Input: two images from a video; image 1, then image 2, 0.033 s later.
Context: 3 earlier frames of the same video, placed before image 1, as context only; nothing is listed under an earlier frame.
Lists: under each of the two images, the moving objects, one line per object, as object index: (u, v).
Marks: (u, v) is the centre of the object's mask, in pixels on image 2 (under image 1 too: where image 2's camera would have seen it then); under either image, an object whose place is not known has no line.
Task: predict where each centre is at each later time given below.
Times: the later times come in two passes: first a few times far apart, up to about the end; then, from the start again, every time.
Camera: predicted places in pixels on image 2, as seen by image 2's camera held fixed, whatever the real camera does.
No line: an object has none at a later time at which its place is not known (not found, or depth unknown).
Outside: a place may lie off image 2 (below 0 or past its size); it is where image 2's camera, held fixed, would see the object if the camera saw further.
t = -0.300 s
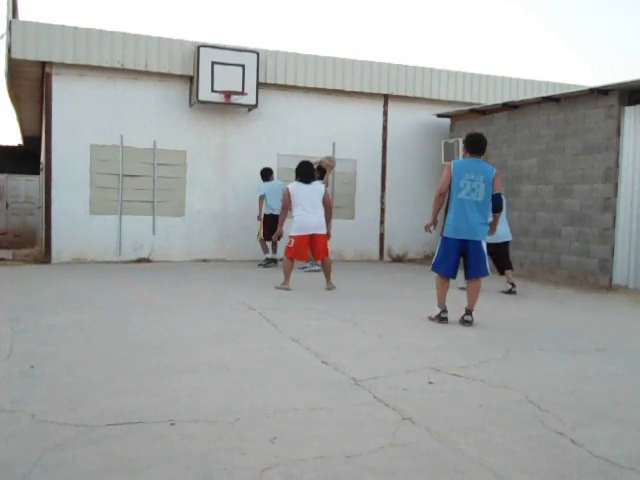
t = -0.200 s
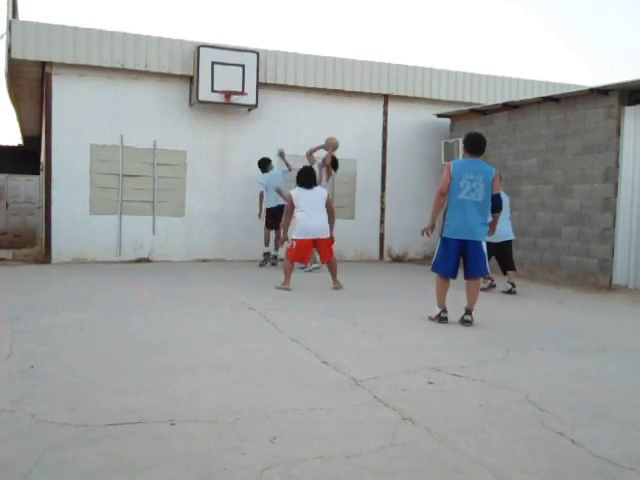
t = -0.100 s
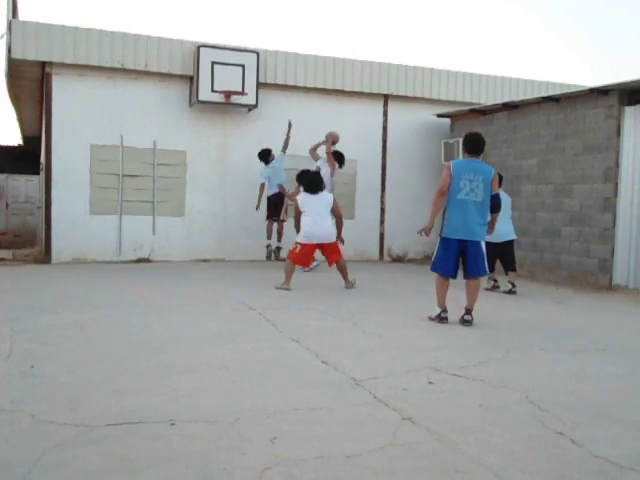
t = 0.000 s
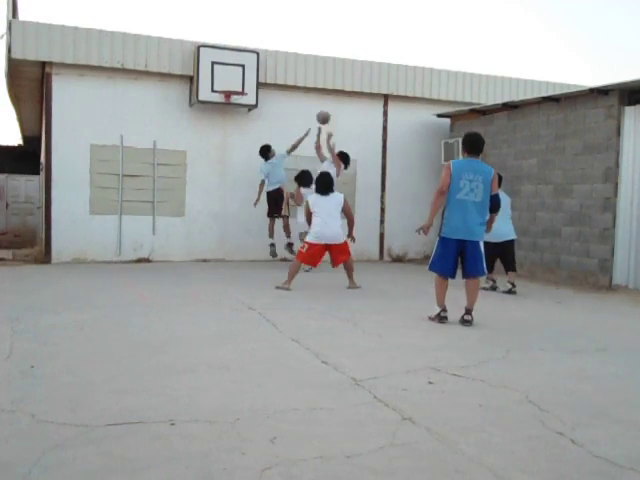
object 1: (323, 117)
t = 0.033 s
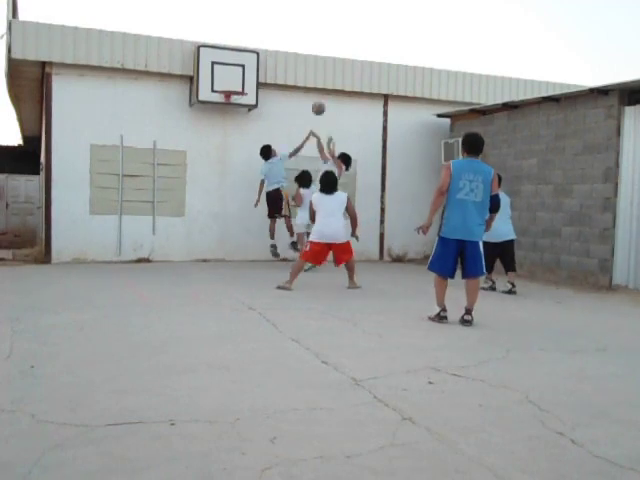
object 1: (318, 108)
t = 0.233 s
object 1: (289, 67)
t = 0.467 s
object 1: (253, 48)
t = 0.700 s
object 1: (238, 53)
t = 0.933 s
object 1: (225, 84)
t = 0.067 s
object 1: (313, 100)
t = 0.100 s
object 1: (309, 92)
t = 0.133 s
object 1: (304, 85)
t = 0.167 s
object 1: (298, 78)
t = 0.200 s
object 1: (294, 72)
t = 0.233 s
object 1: (289, 67)
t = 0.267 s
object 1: (284, 62)
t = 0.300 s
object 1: (278, 59)
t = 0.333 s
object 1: (273, 55)
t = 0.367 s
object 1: (268, 53)
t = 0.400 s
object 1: (263, 51)
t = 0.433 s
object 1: (258, 49)
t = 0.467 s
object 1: (253, 48)
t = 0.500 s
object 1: (249, 48)
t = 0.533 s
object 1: (247, 47)
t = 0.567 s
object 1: (245, 47)
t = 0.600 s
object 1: (244, 47)
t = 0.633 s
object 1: (242, 48)
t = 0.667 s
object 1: (239, 50)
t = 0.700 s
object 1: (238, 53)
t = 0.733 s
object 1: (236, 56)
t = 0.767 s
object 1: (234, 60)
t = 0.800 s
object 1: (231, 65)
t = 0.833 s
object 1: (230, 70)
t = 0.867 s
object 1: (226, 77)
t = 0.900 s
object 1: (224, 83)
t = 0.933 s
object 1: (225, 84)
